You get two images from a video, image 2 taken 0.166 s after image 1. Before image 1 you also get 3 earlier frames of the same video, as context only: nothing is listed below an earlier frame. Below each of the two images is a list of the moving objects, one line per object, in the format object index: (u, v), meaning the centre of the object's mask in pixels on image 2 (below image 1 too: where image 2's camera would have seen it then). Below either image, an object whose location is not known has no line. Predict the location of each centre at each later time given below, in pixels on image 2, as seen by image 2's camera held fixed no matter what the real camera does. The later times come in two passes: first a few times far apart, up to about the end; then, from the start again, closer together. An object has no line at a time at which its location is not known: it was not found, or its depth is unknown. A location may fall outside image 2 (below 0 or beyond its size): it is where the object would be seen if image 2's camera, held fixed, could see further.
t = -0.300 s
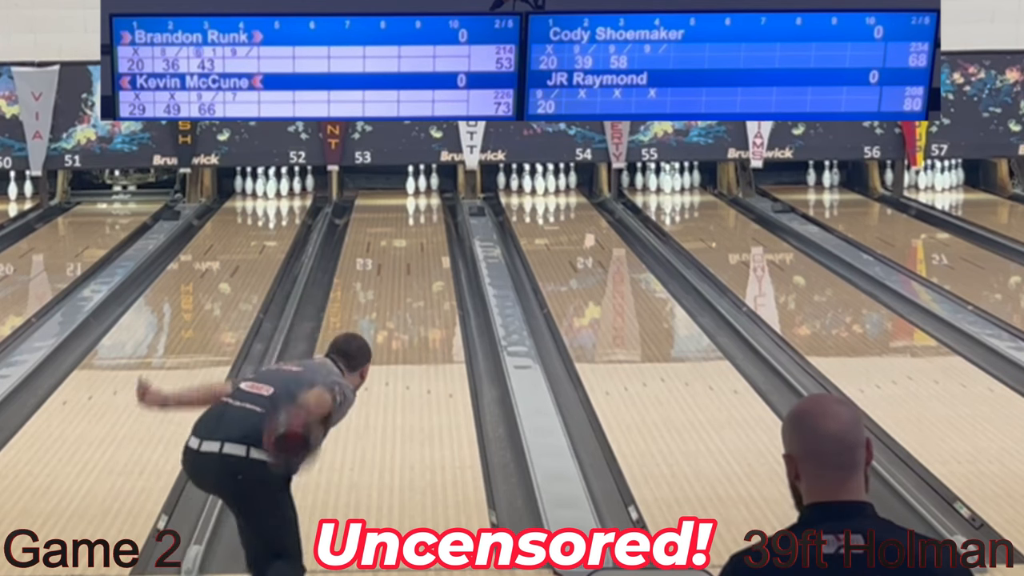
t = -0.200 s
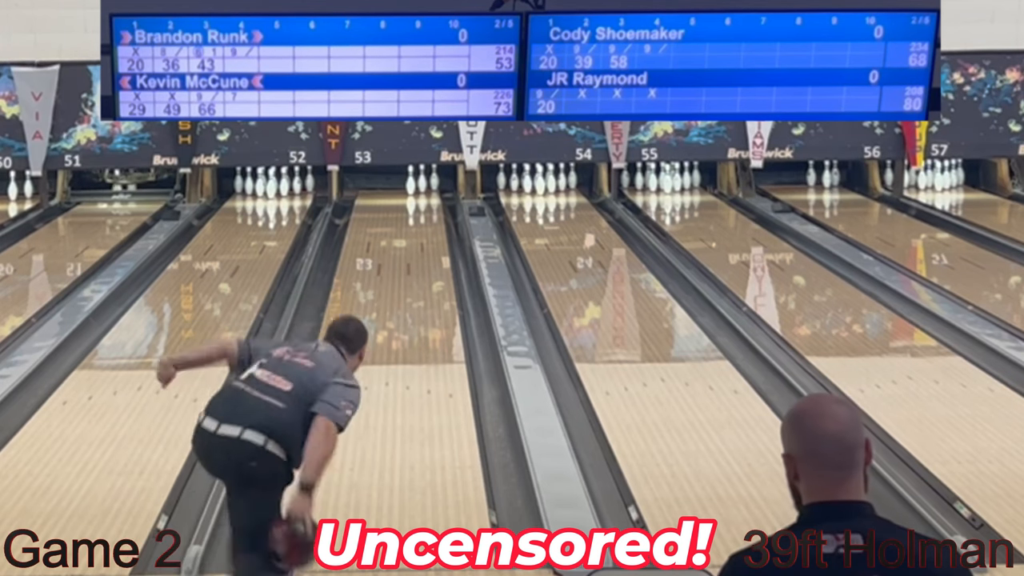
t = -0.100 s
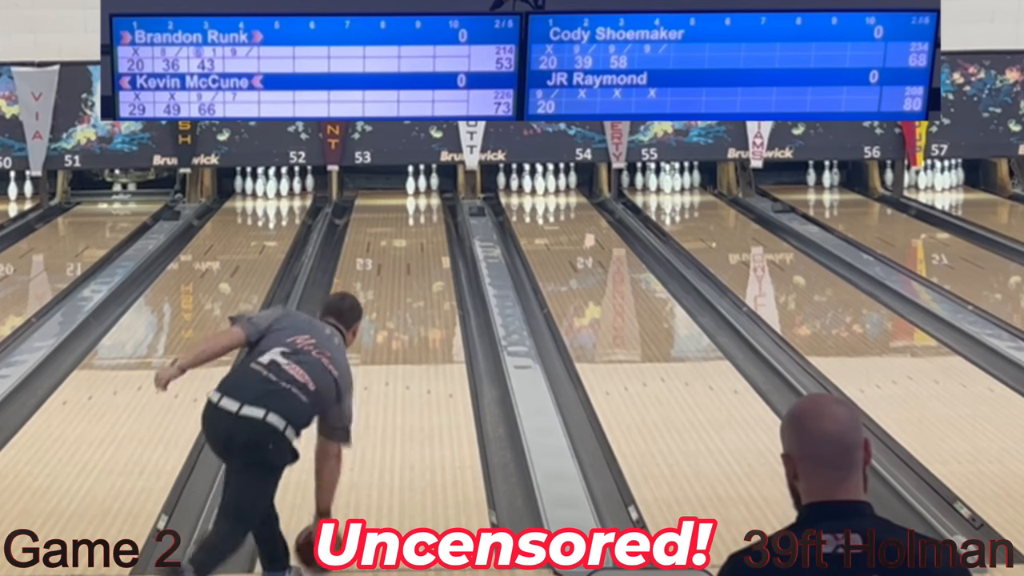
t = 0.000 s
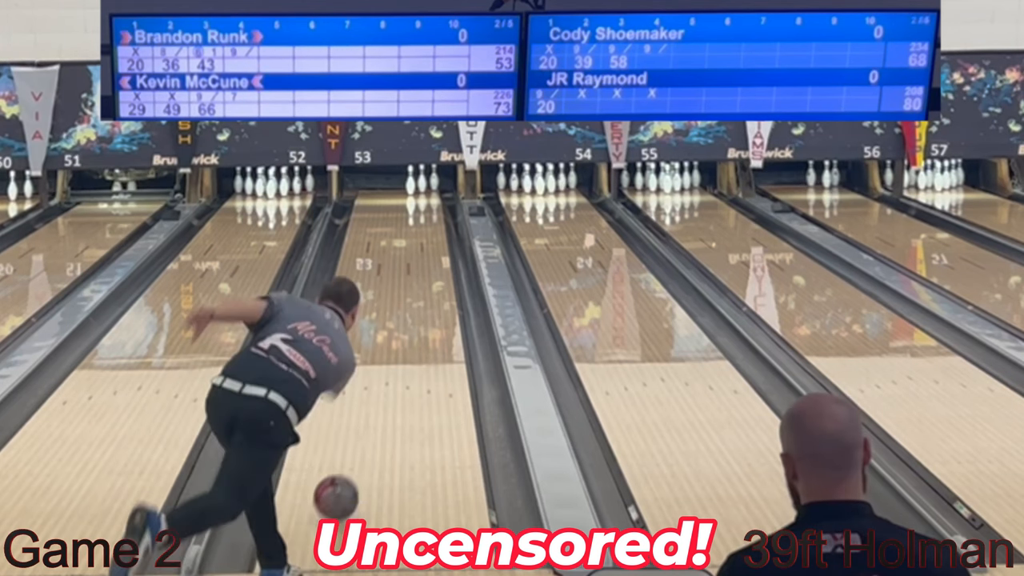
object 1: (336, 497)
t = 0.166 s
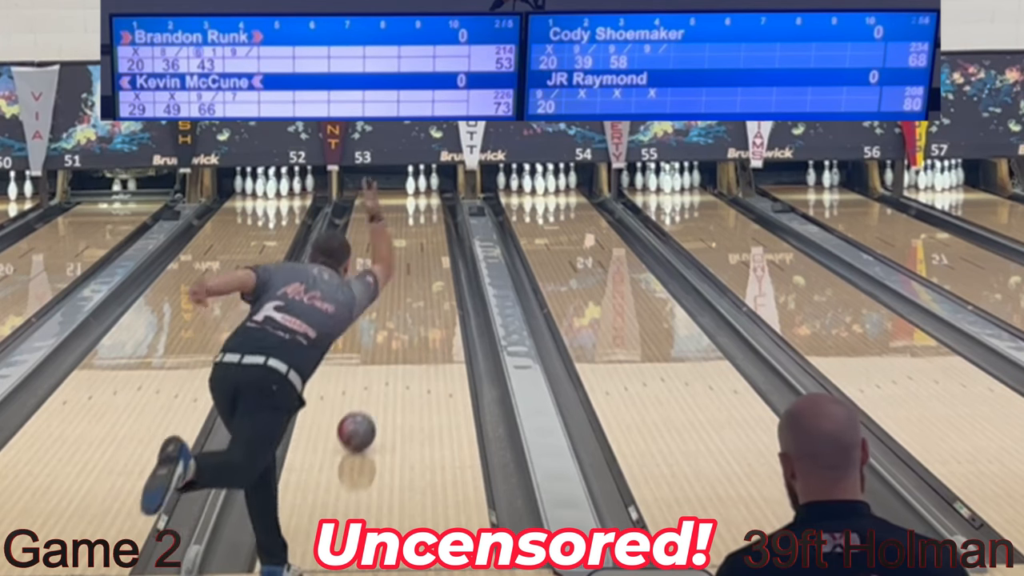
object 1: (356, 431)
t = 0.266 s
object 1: (366, 398)
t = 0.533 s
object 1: (385, 330)
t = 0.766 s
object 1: (397, 288)
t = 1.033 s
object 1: (406, 251)
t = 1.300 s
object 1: (413, 223)
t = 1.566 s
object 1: (416, 201)
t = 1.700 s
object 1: (416, 192)
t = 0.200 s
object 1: (360, 420)
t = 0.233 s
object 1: (363, 409)
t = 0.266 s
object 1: (366, 398)
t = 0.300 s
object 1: (369, 388)
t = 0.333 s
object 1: (371, 379)
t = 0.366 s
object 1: (374, 370)
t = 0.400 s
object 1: (376, 361)
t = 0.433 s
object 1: (379, 353)
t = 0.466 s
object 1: (381, 345)
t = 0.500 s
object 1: (383, 337)
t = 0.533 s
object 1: (385, 330)
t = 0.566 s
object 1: (387, 324)
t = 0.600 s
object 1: (389, 319)
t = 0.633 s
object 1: (393, 315)
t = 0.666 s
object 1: (398, 308)
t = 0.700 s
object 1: (402, 303)
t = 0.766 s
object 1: (397, 288)
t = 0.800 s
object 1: (398, 283)
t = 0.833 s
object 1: (399, 278)
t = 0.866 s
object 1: (401, 273)
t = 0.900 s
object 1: (402, 268)
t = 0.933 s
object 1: (403, 264)
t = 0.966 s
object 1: (404, 259)
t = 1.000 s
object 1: (405, 255)
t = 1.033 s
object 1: (406, 251)
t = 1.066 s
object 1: (407, 247)
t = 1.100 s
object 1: (408, 243)
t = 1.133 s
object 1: (409, 239)
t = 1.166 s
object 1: (410, 236)
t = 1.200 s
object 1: (411, 233)
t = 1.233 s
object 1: (411, 229)
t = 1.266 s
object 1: (412, 226)
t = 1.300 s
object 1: (413, 223)
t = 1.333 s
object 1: (414, 220)
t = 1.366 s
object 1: (414, 217)
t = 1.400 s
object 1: (414, 214)
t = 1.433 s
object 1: (415, 211)
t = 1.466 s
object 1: (415, 208)
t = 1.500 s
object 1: (415, 206)
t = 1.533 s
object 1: (416, 204)
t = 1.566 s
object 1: (416, 201)
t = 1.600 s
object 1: (416, 198)
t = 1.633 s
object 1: (416, 196)
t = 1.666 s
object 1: (417, 194)
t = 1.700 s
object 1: (416, 192)
